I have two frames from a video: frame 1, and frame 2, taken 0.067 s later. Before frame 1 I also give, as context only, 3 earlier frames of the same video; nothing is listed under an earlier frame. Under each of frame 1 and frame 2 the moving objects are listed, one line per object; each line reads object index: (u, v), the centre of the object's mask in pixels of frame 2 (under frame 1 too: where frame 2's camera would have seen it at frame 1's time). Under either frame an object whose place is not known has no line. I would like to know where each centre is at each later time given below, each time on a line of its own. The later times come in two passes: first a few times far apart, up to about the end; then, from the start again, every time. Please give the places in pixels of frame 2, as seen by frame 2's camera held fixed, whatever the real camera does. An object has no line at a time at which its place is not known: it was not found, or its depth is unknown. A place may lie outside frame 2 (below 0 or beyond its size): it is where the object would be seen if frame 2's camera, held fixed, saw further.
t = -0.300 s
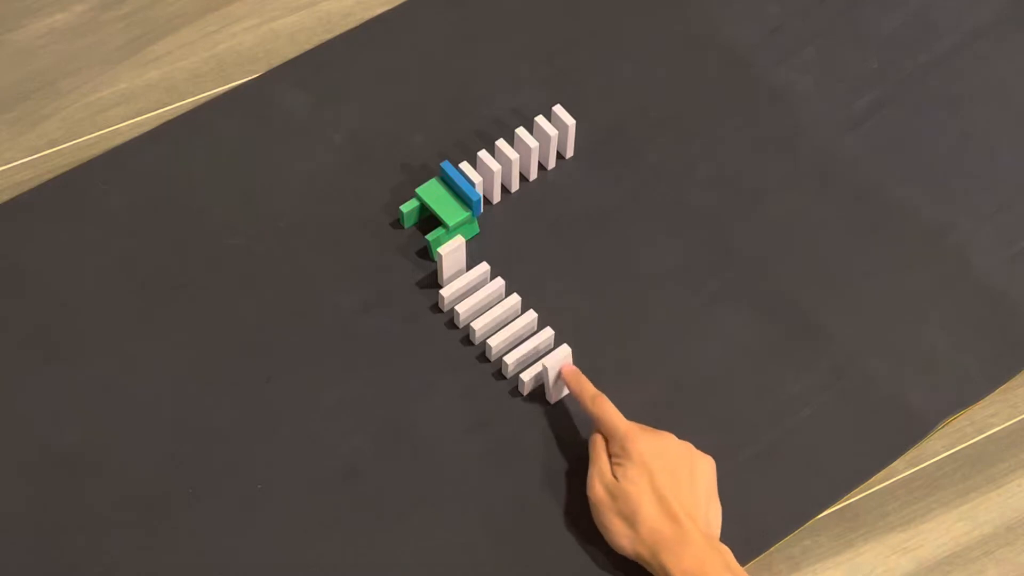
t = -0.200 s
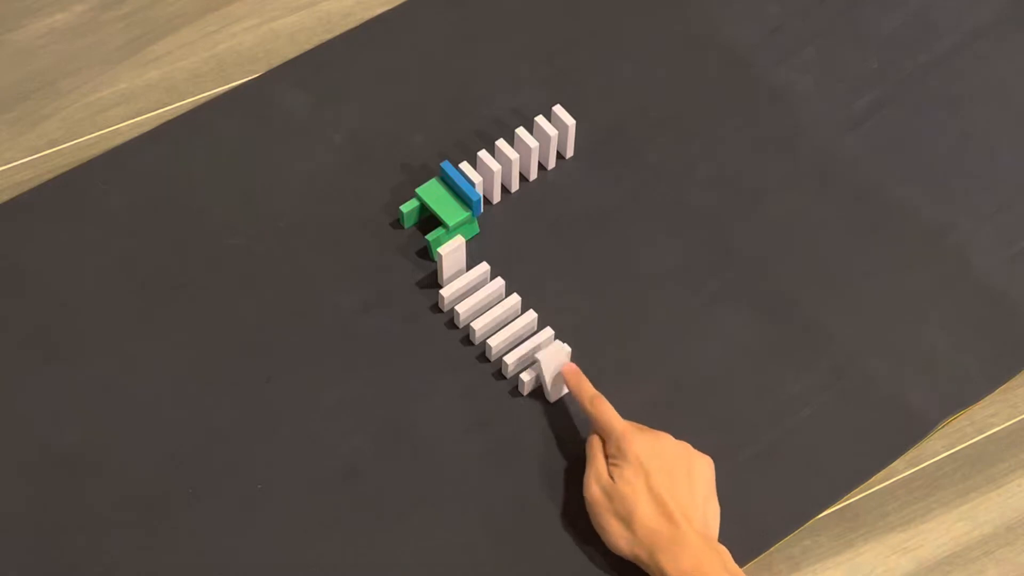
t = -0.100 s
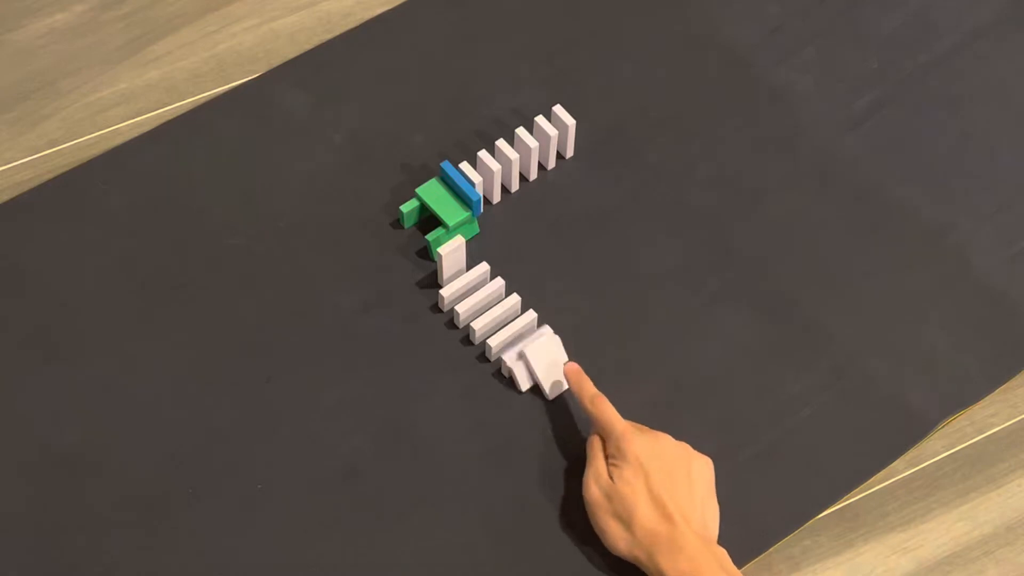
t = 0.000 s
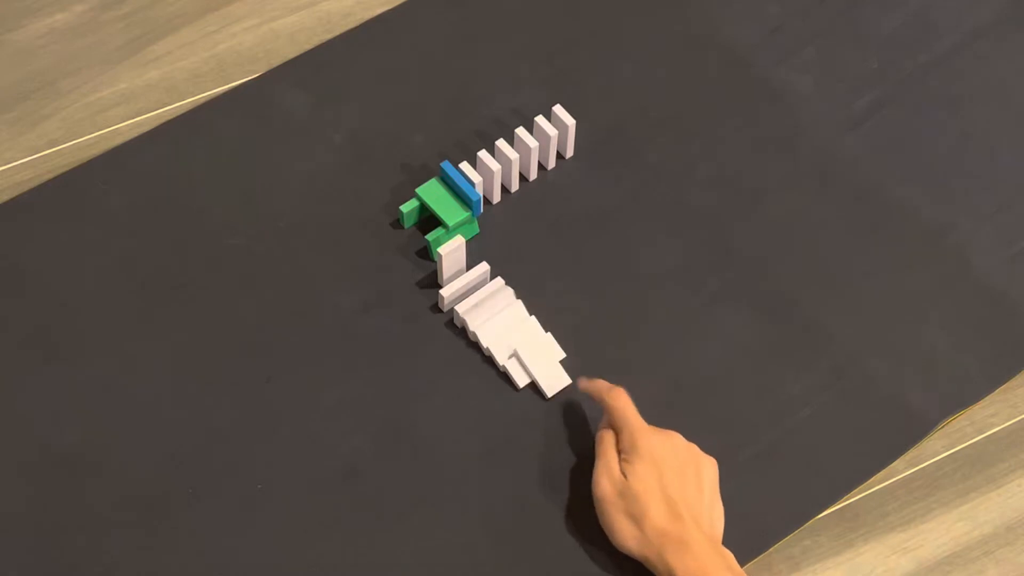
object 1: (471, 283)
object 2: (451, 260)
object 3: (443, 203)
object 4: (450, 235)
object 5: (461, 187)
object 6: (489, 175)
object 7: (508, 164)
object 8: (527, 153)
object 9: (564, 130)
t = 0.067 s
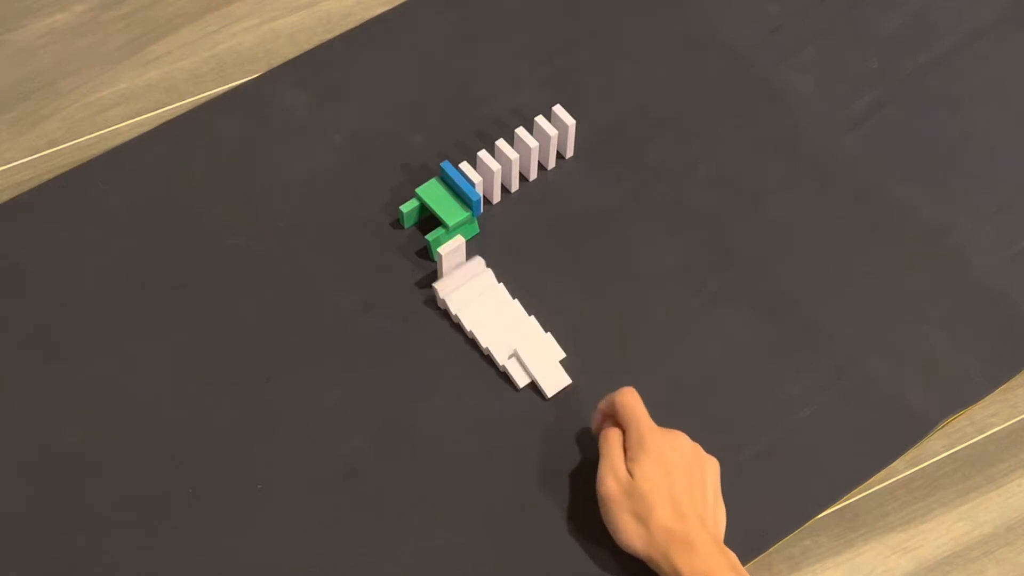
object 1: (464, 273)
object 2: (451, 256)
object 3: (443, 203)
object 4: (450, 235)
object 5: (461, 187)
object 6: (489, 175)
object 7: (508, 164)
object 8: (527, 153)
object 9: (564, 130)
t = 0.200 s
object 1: (455, 274)
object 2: (432, 245)
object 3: (443, 203)
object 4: (461, 232)
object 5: (461, 188)
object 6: (489, 175)
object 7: (508, 164)
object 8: (527, 153)
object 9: (564, 130)
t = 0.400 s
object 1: (453, 275)
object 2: (420, 248)
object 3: (454, 227)
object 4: (436, 237)
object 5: (491, 217)
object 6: (492, 174)
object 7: (508, 164)
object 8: (527, 153)
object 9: (564, 130)
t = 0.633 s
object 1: (454, 274)
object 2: (420, 248)
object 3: (454, 227)
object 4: (436, 237)
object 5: (497, 214)
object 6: (516, 154)
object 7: (536, 148)
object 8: (547, 135)
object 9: (574, 124)
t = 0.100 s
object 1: (461, 274)
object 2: (448, 250)
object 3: (443, 203)
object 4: (451, 231)
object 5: (461, 187)
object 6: (489, 175)
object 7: (508, 164)
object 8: (527, 153)
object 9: (564, 130)
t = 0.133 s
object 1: (459, 273)
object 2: (443, 248)
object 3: (443, 202)
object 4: (467, 230)
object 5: (461, 187)
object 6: (489, 175)
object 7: (508, 164)
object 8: (527, 153)
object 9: (564, 130)
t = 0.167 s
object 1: (456, 274)
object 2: (436, 245)
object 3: (443, 202)
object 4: (464, 231)
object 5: (461, 187)
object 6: (489, 175)
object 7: (508, 164)
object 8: (527, 153)
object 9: (564, 130)
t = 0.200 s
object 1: (455, 274)
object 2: (432, 245)
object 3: (443, 203)
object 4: (461, 232)
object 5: (461, 188)
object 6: (489, 175)
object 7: (508, 164)
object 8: (527, 153)
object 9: (564, 130)
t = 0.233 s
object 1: (456, 273)
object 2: (429, 246)
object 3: (445, 209)
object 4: (459, 233)
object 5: (462, 193)
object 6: (489, 175)
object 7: (508, 164)
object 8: (527, 153)
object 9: (564, 130)
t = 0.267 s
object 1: (455, 274)
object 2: (427, 246)
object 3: (446, 211)
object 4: (440, 233)
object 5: (464, 195)
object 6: (489, 175)
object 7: (508, 164)
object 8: (527, 153)
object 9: (564, 130)
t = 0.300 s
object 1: (453, 274)
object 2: (426, 245)
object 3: (448, 214)
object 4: (439, 234)
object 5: (469, 200)
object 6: (489, 175)
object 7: (508, 164)
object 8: (527, 153)
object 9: (564, 130)
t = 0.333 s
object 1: (453, 275)
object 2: (423, 247)
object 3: (451, 220)
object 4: (439, 235)
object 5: (475, 207)
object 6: (490, 175)
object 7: (508, 164)
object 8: (527, 153)
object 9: (564, 130)
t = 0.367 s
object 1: (453, 275)
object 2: (421, 247)
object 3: (454, 226)
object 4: (437, 237)
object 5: (484, 215)
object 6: (490, 174)
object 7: (508, 164)
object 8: (527, 153)
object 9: (564, 130)
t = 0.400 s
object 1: (453, 275)
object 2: (420, 248)
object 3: (454, 227)
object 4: (436, 237)
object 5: (491, 217)
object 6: (492, 174)
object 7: (508, 164)
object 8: (527, 153)
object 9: (564, 130)
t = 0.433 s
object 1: (453, 275)
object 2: (420, 248)
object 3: (454, 227)
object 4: (436, 237)
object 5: (494, 217)
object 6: (494, 173)
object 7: (508, 164)
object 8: (527, 153)
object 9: (564, 130)
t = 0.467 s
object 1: (453, 275)
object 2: (420, 248)
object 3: (454, 227)
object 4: (436, 237)
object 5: (495, 216)
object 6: (497, 168)
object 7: (509, 164)
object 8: (527, 153)
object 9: (564, 130)
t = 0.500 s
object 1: (453, 274)
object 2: (420, 248)
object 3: (454, 227)
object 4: (436, 237)
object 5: (495, 215)
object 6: (502, 166)
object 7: (512, 163)
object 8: (527, 152)
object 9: (564, 130)
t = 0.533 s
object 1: (454, 274)
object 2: (420, 248)
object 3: (454, 227)
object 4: (436, 237)
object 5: (496, 215)
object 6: (506, 164)
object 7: (517, 160)
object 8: (529, 152)
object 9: (564, 130)
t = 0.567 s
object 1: (454, 274)
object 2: (420, 248)
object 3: (454, 227)
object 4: (436, 237)
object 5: (496, 214)
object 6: (510, 163)
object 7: (525, 158)
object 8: (535, 149)
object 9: (564, 130)
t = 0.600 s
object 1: (454, 274)
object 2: (420, 248)
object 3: (454, 227)
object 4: (436, 237)
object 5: (497, 214)
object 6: (513, 160)
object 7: (530, 143)
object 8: (543, 142)
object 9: (566, 130)
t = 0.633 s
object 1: (454, 274)
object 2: (420, 248)
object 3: (454, 227)
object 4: (436, 237)
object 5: (497, 214)
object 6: (516, 154)
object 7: (536, 148)
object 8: (547, 135)
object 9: (574, 124)
